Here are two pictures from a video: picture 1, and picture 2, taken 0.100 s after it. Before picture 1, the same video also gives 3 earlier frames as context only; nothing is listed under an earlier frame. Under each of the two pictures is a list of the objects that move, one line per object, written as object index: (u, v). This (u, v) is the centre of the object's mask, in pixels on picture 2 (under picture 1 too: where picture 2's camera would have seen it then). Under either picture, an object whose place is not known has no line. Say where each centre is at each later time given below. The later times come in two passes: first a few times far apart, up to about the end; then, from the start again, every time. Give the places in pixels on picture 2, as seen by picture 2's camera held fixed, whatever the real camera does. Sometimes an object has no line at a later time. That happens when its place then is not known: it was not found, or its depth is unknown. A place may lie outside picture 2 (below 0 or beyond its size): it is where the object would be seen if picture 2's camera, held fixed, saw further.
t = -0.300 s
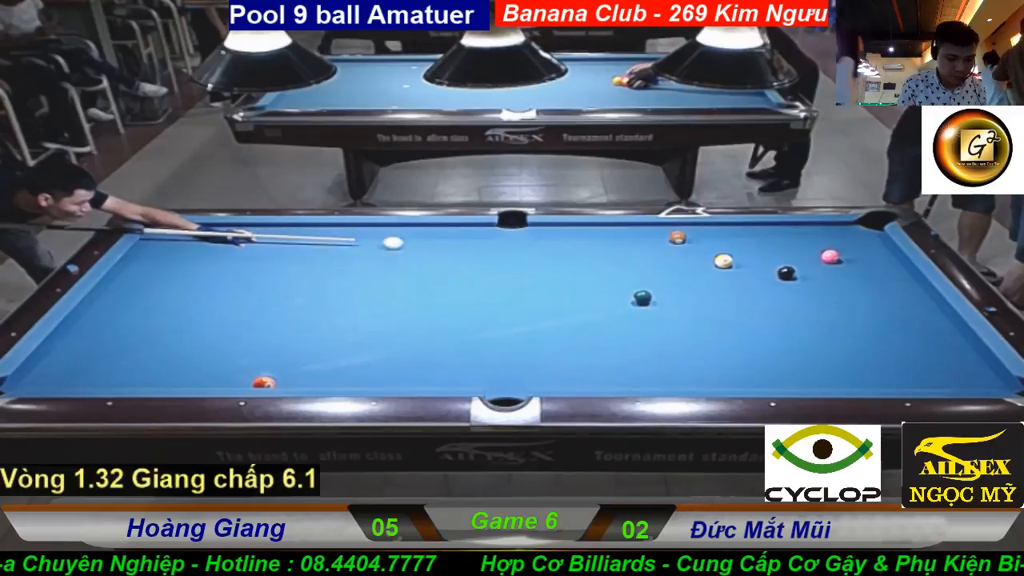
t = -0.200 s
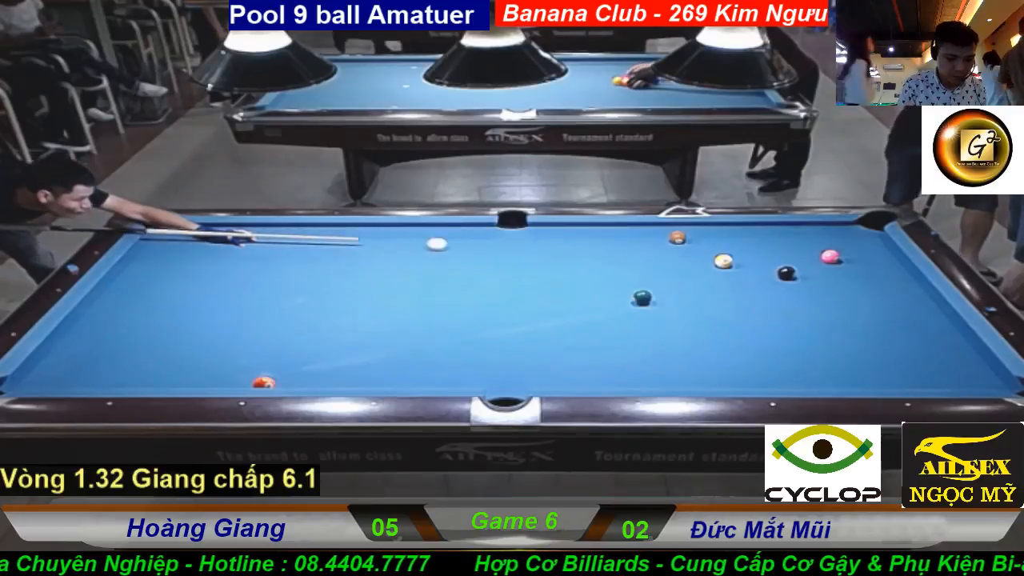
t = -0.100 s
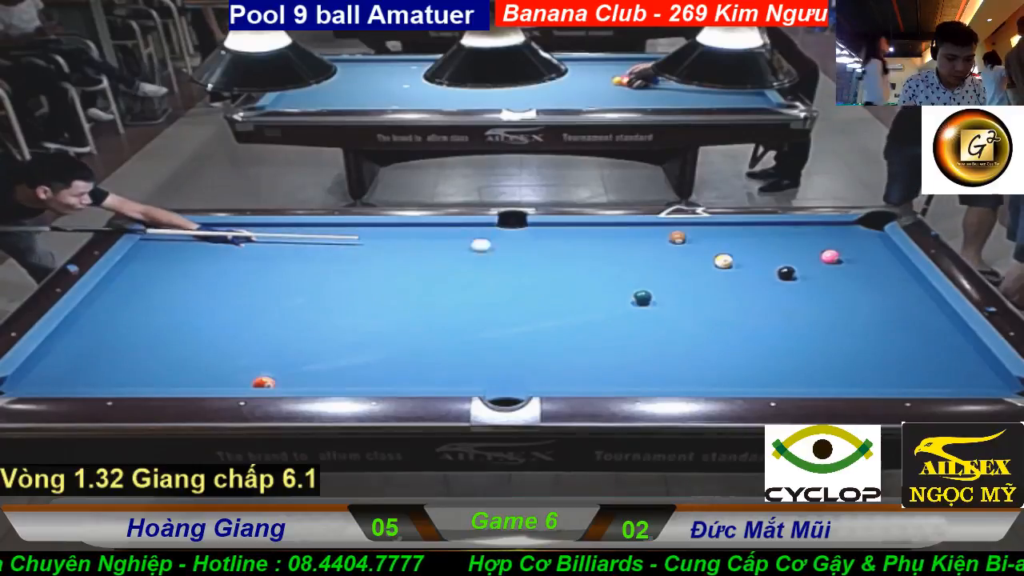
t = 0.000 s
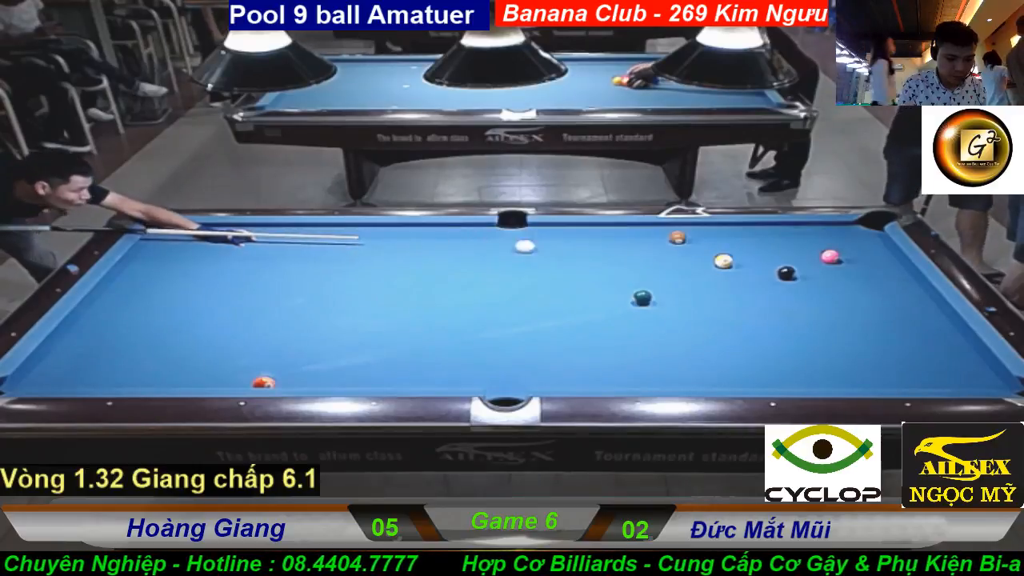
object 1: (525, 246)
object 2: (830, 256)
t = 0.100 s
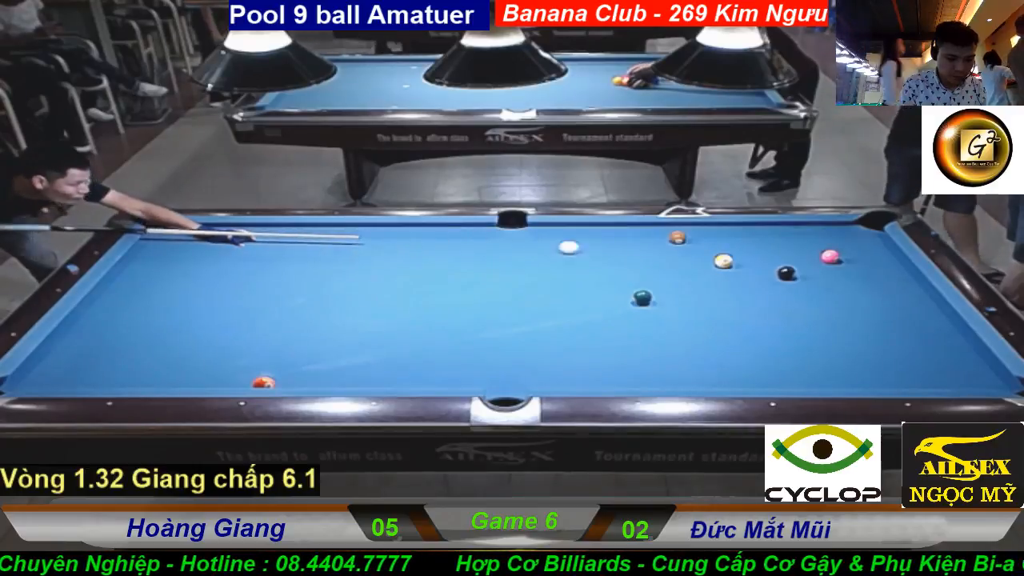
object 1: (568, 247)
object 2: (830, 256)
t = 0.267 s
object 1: (642, 249)
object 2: (830, 256)
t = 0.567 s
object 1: (776, 252)
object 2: (830, 256)
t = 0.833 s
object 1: (835, 244)
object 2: (889, 268)
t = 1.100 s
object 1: (875, 233)
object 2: (893, 277)
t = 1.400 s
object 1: (842, 226)
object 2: (868, 285)
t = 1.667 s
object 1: (820, 227)
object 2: (848, 293)
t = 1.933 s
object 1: (799, 231)
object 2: (826, 301)
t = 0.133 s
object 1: (583, 248)
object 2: (830, 256)
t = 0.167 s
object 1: (598, 248)
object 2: (830, 256)
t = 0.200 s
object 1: (612, 248)
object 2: (830, 256)
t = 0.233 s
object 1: (627, 249)
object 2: (830, 256)
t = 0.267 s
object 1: (642, 249)
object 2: (830, 256)
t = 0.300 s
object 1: (656, 249)
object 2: (830, 256)
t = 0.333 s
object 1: (671, 250)
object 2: (830, 256)
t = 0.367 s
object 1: (686, 250)
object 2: (830, 256)
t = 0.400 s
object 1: (701, 250)
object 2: (830, 256)
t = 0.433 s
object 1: (715, 250)
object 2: (830, 256)
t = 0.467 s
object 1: (731, 251)
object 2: (830, 256)
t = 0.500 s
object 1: (746, 251)
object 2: (830, 256)
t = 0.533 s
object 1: (761, 252)
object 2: (830, 256)
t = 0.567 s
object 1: (776, 252)
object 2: (830, 256)
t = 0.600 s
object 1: (791, 253)
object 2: (830, 256)
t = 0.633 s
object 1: (806, 253)
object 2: (830, 256)
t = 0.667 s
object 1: (814, 252)
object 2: (836, 257)
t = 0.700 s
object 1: (818, 250)
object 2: (847, 259)
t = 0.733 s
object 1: (821, 248)
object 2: (859, 261)
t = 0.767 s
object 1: (825, 247)
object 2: (869, 264)
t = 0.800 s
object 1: (830, 245)
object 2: (879, 265)
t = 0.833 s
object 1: (835, 244)
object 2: (889, 268)
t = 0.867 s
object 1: (841, 243)
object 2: (898, 269)
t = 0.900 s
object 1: (845, 241)
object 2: (907, 271)
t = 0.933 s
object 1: (850, 240)
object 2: (910, 272)
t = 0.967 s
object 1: (855, 239)
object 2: (905, 273)
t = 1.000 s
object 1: (860, 238)
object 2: (901, 274)
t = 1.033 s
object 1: (865, 236)
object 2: (898, 275)
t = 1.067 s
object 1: (870, 235)
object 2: (895, 276)
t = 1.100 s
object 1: (875, 233)
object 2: (893, 277)
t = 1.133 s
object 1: (875, 232)
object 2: (890, 278)
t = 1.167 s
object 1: (871, 232)
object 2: (887, 279)
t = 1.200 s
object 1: (866, 231)
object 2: (884, 280)
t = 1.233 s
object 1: (863, 230)
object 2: (882, 281)
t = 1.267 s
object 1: (858, 229)
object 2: (879, 282)
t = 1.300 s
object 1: (854, 228)
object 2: (876, 283)
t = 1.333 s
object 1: (850, 227)
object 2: (874, 284)
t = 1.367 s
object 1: (846, 227)
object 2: (871, 284)
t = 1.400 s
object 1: (842, 226)
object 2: (868, 285)
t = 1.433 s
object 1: (839, 225)
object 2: (865, 286)
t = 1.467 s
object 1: (835, 225)
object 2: (863, 287)
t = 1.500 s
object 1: (832, 225)
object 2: (860, 288)
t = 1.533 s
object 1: (830, 226)
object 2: (858, 289)
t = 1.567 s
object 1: (828, 226)
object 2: (856, 290)
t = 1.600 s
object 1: (825, 227)
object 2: (853, 291)
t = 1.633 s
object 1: (823, 227)
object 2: (850, 292)
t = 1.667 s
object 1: (820, 227)
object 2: (848, 293)
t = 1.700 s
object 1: (818, 228)
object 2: (845, 294)
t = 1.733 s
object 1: (815, 228)
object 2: (843, 295)
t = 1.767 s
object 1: (813, 229)
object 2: (840, 296)
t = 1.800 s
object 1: (810, 229)
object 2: (838, 297)
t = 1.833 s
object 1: (808, 230)
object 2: (835, 297)
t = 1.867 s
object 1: (806, 230)
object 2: (833, 298)
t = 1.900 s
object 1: (804, 230)
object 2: (830, 299)
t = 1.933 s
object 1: (799, 231)
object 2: (826, 301)
